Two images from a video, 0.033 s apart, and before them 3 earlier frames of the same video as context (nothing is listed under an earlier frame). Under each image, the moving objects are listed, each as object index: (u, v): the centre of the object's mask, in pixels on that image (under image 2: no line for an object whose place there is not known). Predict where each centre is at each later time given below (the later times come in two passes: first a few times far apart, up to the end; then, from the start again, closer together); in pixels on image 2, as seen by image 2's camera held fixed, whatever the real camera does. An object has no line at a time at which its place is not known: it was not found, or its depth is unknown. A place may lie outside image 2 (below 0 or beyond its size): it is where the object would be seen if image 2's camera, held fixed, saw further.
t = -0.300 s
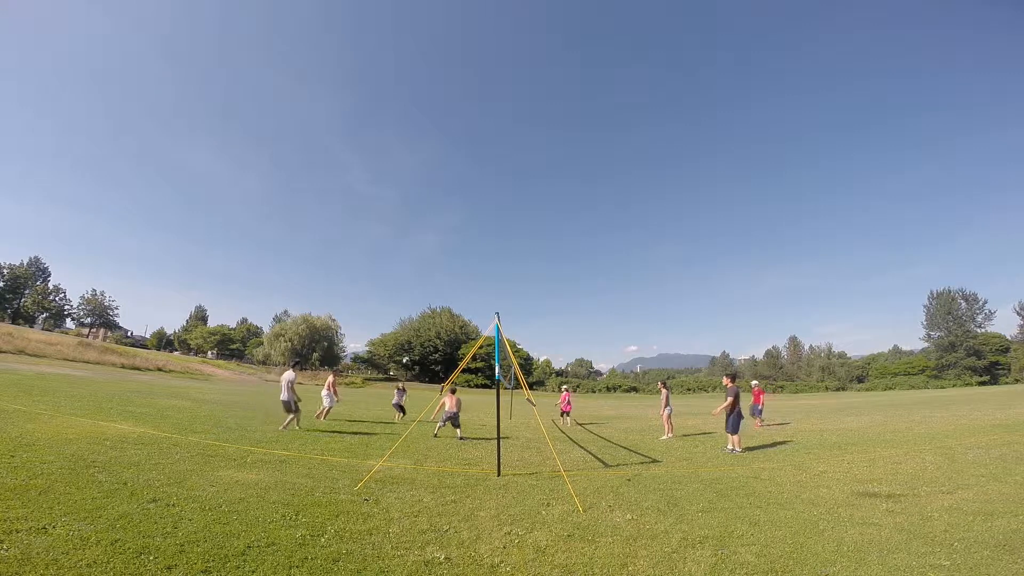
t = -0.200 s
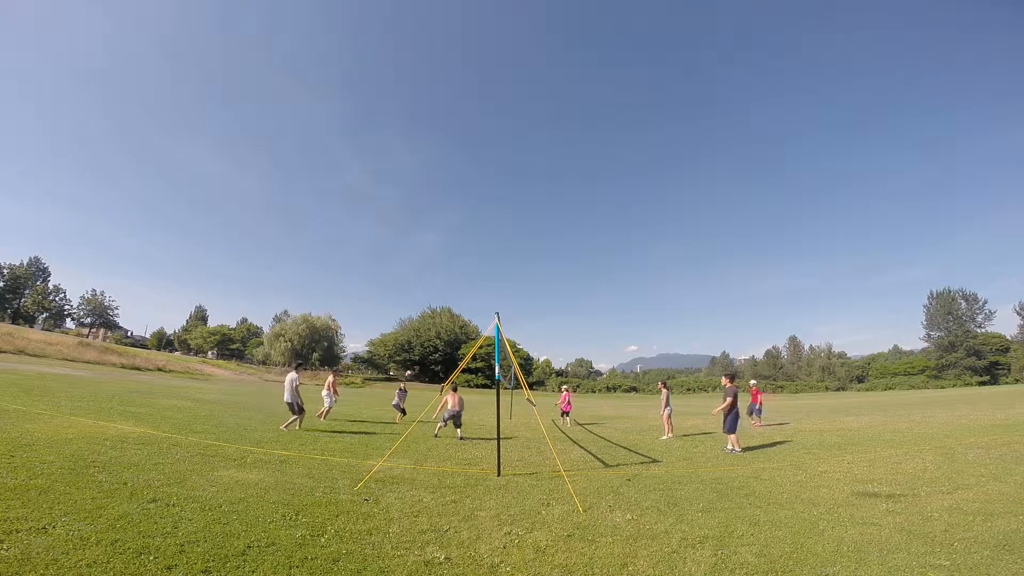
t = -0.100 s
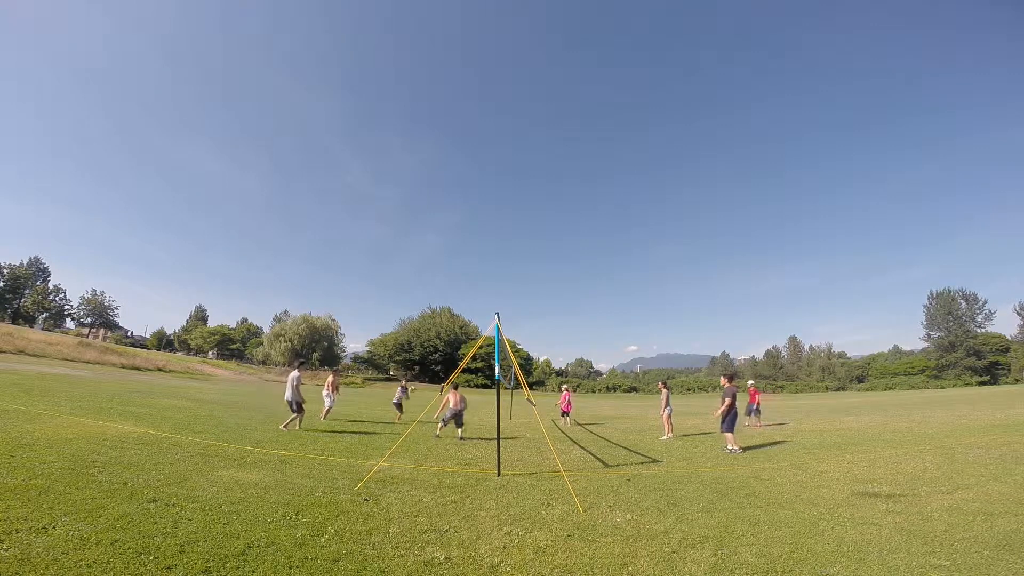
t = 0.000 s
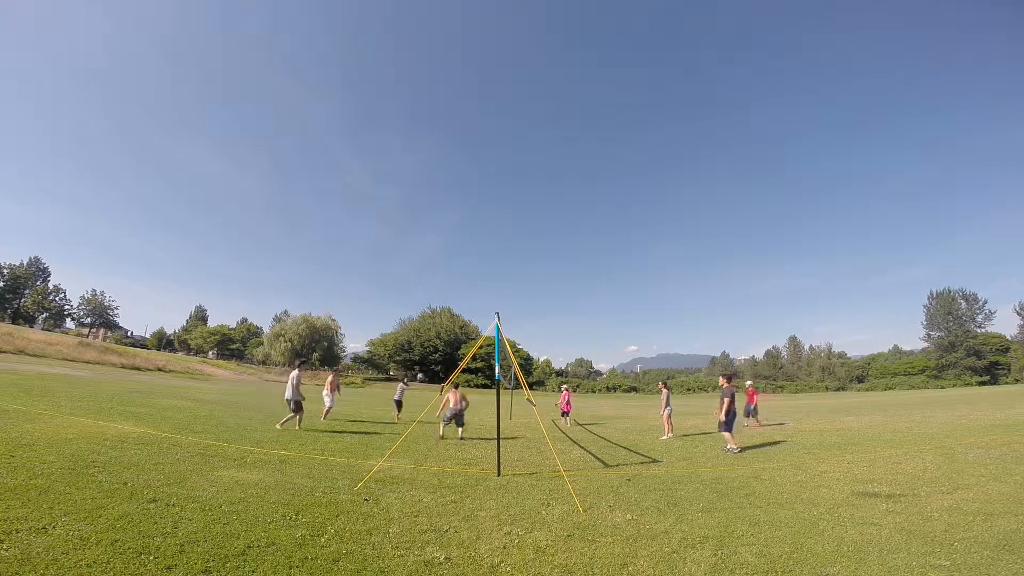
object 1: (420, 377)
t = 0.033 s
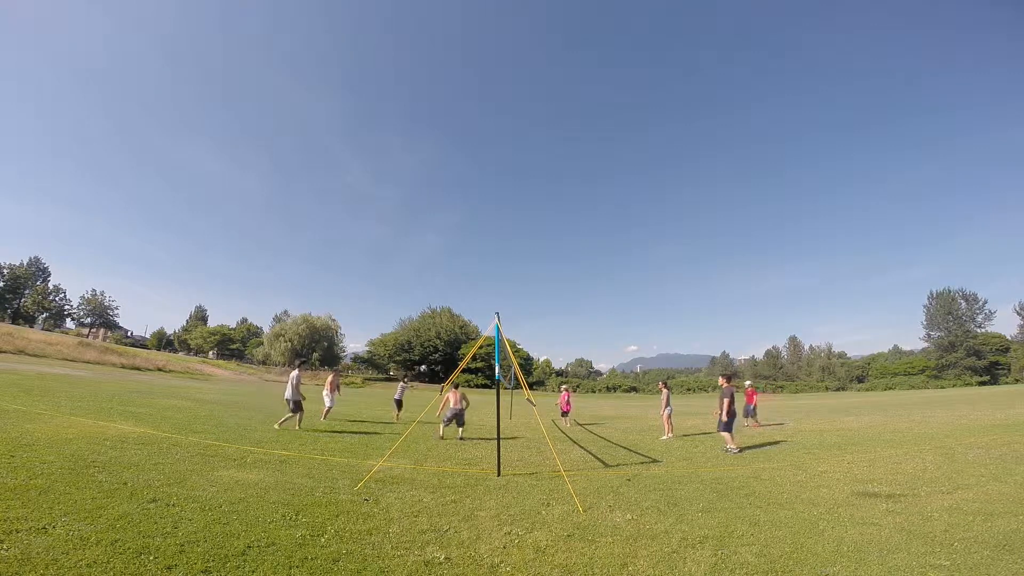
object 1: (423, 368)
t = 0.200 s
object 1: (441, 327)
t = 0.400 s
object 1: (467, 285)
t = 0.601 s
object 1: (491, 252)
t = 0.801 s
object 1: (518, 232)
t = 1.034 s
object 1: (554, 226)
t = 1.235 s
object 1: (593, 239)
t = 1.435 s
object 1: (642, 277)
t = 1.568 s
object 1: (683, 322)
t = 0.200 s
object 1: (441, 327)
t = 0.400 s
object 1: (467, 285)
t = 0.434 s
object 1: (472, 278)
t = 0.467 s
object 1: (475, 272)
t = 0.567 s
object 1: (487, 257)
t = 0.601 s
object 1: (491, 252)
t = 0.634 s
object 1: (496, 248)
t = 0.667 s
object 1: (500, 244)
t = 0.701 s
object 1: (506, 241)
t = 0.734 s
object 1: (509, 238)
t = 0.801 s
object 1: (518, 232)
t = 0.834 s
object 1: (523, 230)
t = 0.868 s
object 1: (528, 229)
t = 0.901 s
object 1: (533, 227)
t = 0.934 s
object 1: (538, 226)
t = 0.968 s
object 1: (543, 226)
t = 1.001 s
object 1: (549, 226)
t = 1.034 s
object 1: (554, 226)
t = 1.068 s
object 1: (560, 227)
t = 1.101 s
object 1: (566, 228)
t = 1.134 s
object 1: (573, 230)
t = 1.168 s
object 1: (579, 232)
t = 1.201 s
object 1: (586, 236)
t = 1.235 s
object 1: (593, 239)
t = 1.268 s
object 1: (600, 244)
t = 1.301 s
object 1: (607, 249)
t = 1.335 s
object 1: (616, 254)
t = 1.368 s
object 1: (624, 261)
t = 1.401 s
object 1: (633, 269)
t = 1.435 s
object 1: (642, 277)
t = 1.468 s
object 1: (653, 286)
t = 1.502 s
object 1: (662, 297)
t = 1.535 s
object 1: (673, 308)
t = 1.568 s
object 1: (683, 322)
